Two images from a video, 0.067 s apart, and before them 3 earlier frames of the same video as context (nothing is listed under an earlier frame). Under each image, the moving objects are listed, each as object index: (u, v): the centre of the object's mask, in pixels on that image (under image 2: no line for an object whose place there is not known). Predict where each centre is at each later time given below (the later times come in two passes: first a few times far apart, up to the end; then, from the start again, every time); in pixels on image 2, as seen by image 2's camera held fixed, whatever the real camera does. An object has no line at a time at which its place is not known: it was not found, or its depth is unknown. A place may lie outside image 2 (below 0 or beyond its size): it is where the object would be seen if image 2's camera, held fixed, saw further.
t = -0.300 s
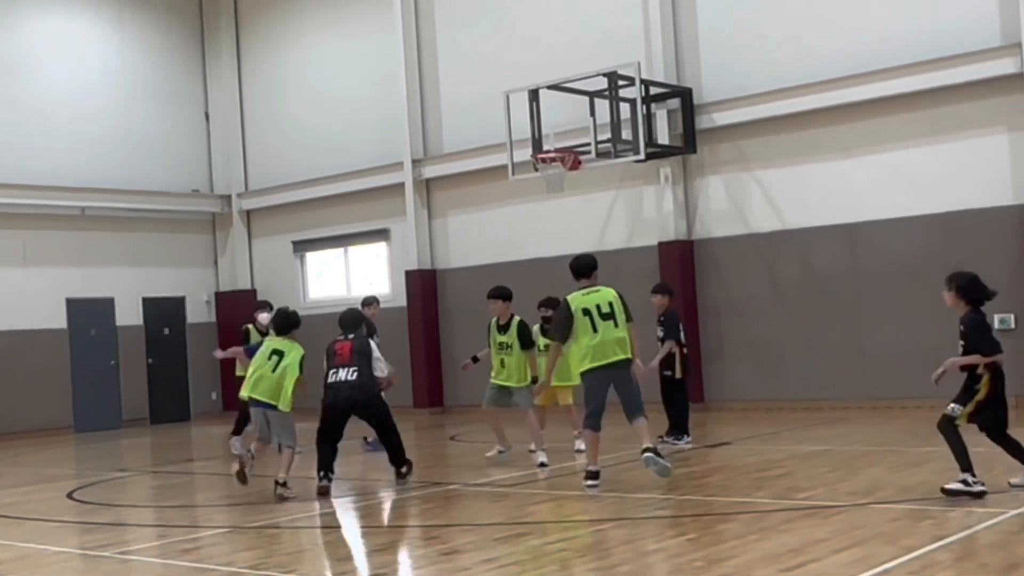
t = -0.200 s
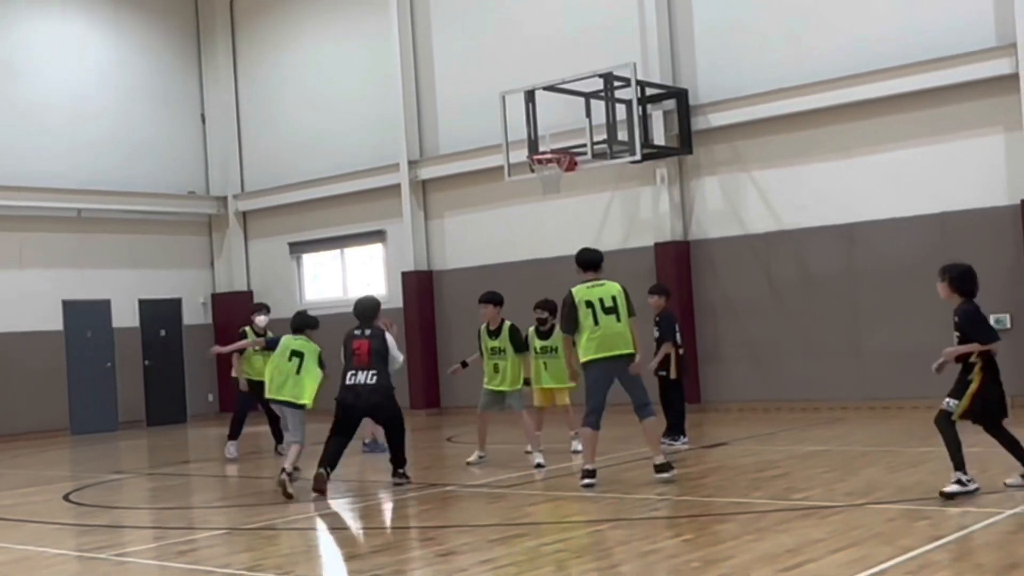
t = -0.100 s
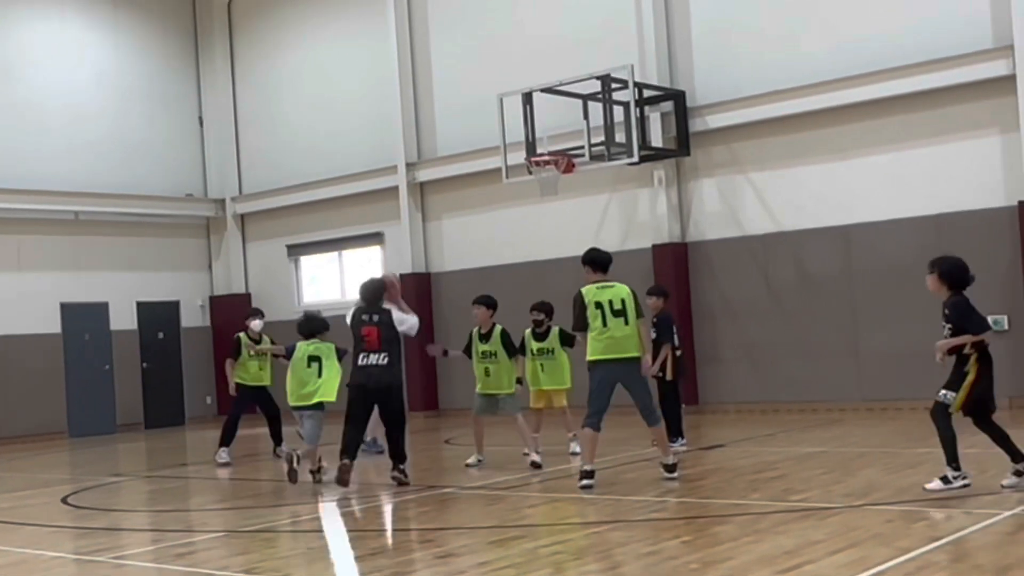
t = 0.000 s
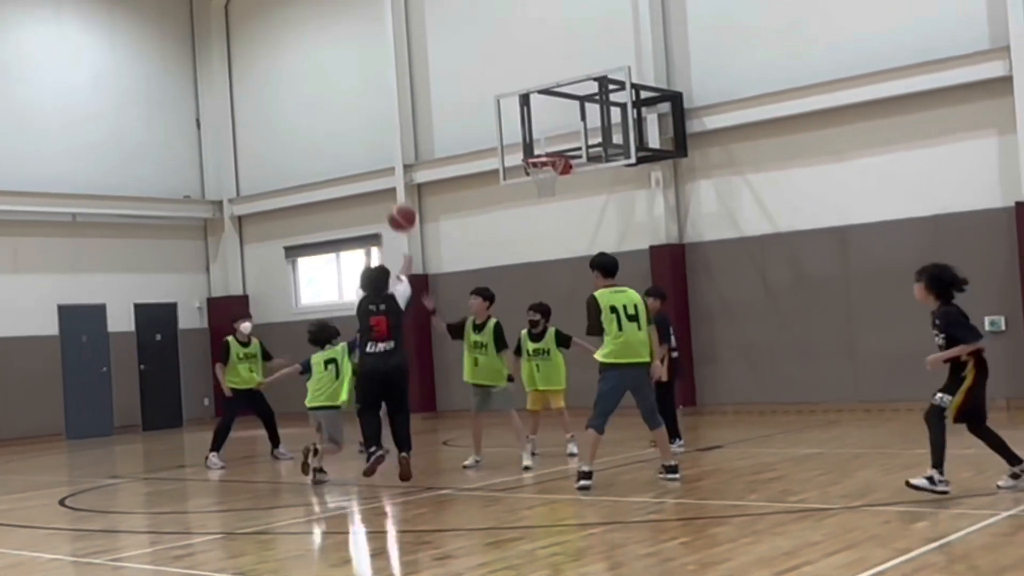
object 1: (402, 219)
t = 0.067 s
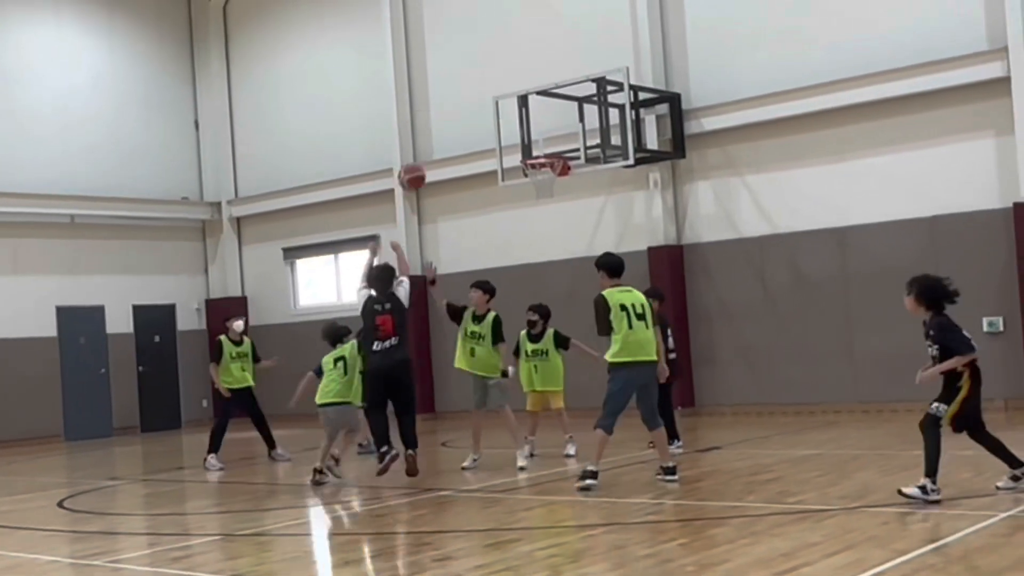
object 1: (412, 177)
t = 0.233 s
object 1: (440, 103)
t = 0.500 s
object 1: (480, 58)
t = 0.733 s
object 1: (513, 77)
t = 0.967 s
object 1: (546, 140)
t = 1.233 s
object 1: (502, 139)
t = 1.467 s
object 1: (464, 170)
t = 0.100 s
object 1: (417, 159)
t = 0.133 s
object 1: (423, 143)
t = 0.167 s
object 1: (429, 128)
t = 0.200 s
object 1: (434, 115)
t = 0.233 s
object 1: (440, 103)
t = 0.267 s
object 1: (445, 93)
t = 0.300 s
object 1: (450, 84)
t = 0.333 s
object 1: (455, 77)
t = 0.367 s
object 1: (460, 71)
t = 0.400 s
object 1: (466, 66)
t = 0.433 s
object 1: (470, 62)
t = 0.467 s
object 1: (475, 59)
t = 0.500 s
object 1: (480, 58)
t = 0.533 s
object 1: (485, 58)
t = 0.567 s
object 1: (490, 59)
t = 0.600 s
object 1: (495, 61)
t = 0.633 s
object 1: (499, 63)
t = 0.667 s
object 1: (504, 67)
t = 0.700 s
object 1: (509, 72)
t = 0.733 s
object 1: (513, 77)
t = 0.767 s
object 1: (519, 84)
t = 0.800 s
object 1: (523, 92)
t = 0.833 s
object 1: (528, 100)
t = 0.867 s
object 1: (533, 109)
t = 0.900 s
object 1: (538, 119)
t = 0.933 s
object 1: (542, 129)
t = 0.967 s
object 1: (546, 140)
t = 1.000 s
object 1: (542, 148)
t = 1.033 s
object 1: (535, 151)
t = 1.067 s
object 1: (530, 149)
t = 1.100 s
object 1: (524, 143)
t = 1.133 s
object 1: (519, 141)
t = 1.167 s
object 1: (513, 140)
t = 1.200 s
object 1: (509, 139)
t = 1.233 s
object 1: (502, 139)
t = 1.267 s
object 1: (497, 140)
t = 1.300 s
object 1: (491, 142)
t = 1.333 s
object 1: (486, 145)
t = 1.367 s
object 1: (481, 150)
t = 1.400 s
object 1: (475, 156)
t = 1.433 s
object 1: (470, 162)
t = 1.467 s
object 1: (464, 170)
